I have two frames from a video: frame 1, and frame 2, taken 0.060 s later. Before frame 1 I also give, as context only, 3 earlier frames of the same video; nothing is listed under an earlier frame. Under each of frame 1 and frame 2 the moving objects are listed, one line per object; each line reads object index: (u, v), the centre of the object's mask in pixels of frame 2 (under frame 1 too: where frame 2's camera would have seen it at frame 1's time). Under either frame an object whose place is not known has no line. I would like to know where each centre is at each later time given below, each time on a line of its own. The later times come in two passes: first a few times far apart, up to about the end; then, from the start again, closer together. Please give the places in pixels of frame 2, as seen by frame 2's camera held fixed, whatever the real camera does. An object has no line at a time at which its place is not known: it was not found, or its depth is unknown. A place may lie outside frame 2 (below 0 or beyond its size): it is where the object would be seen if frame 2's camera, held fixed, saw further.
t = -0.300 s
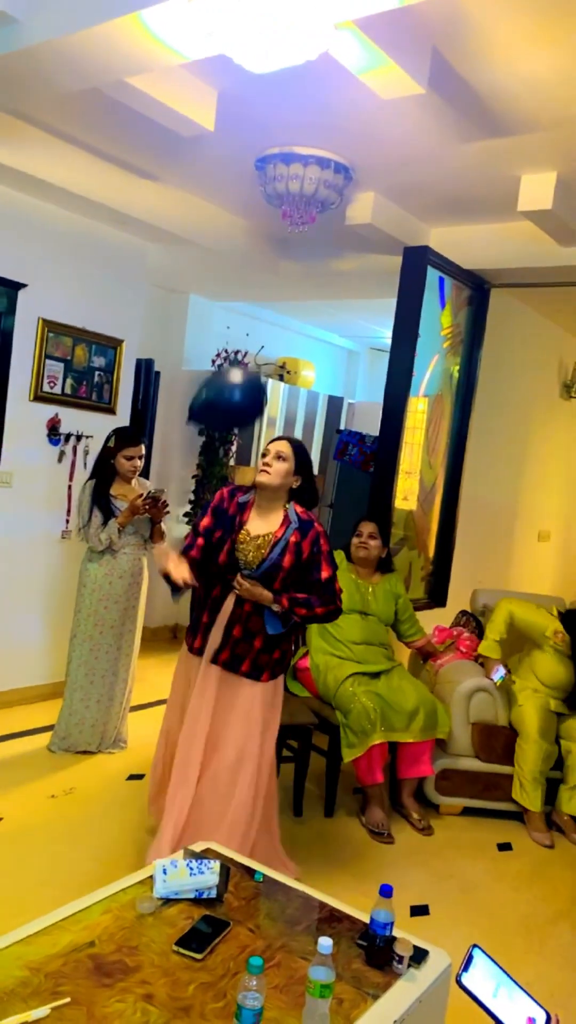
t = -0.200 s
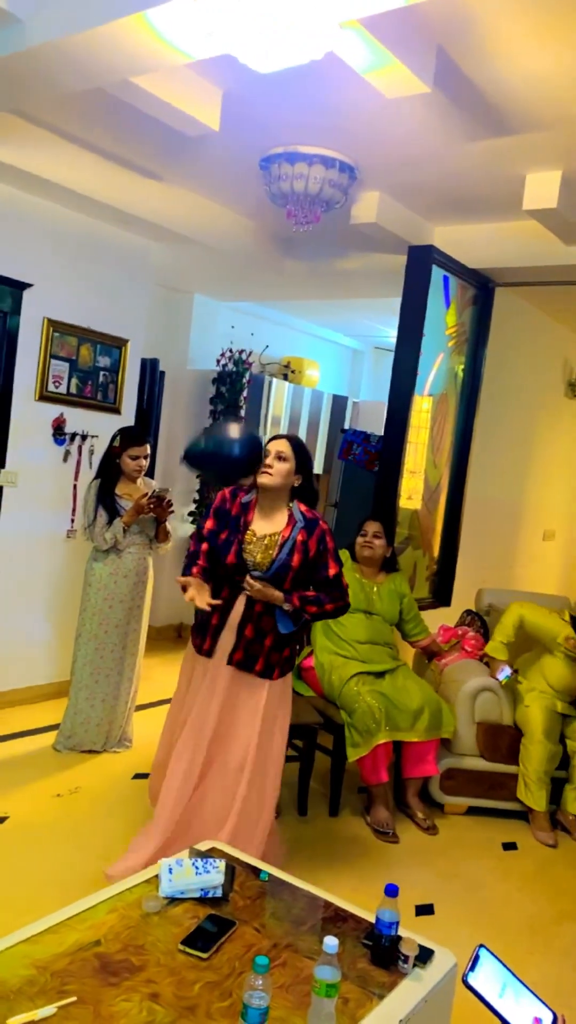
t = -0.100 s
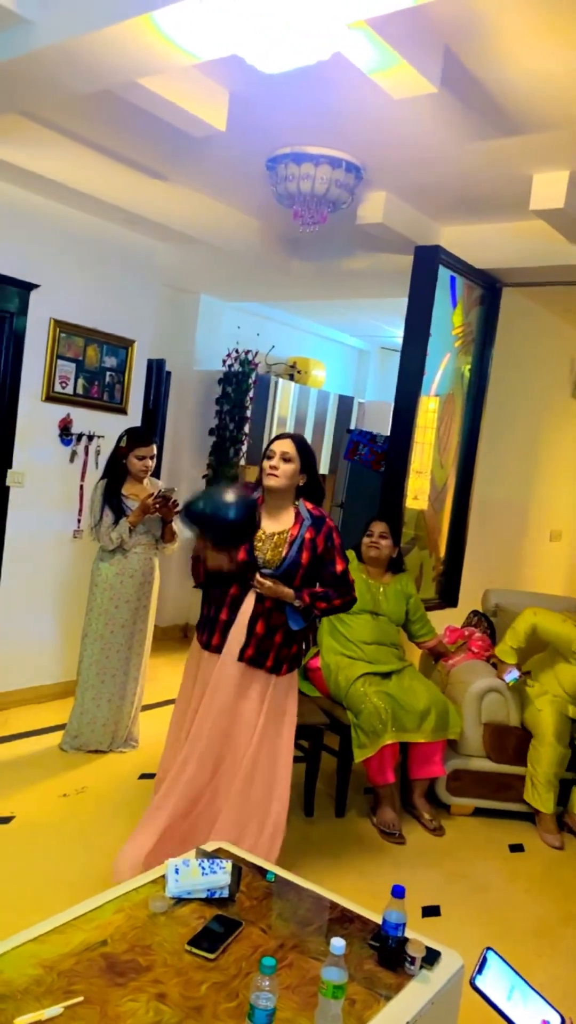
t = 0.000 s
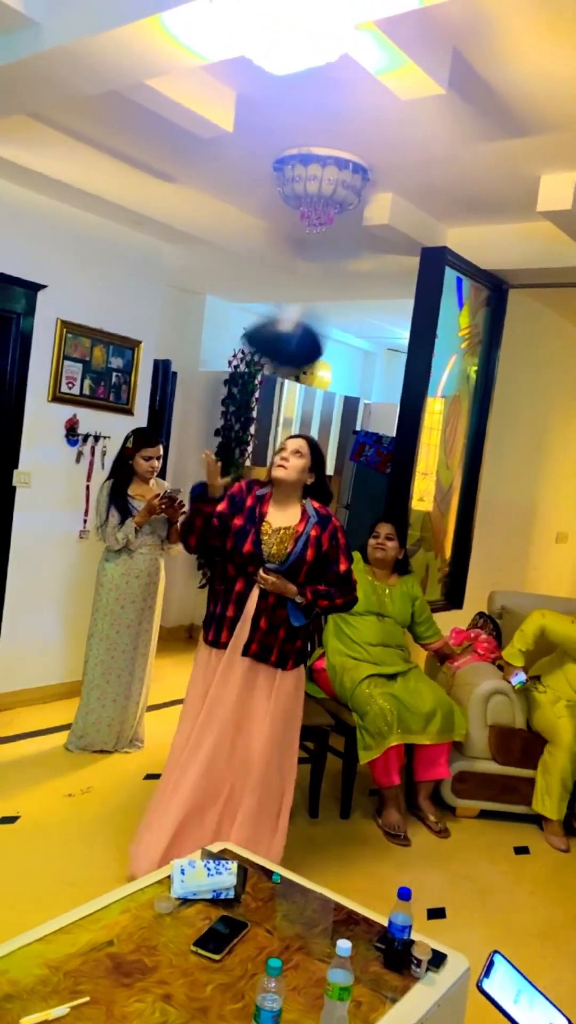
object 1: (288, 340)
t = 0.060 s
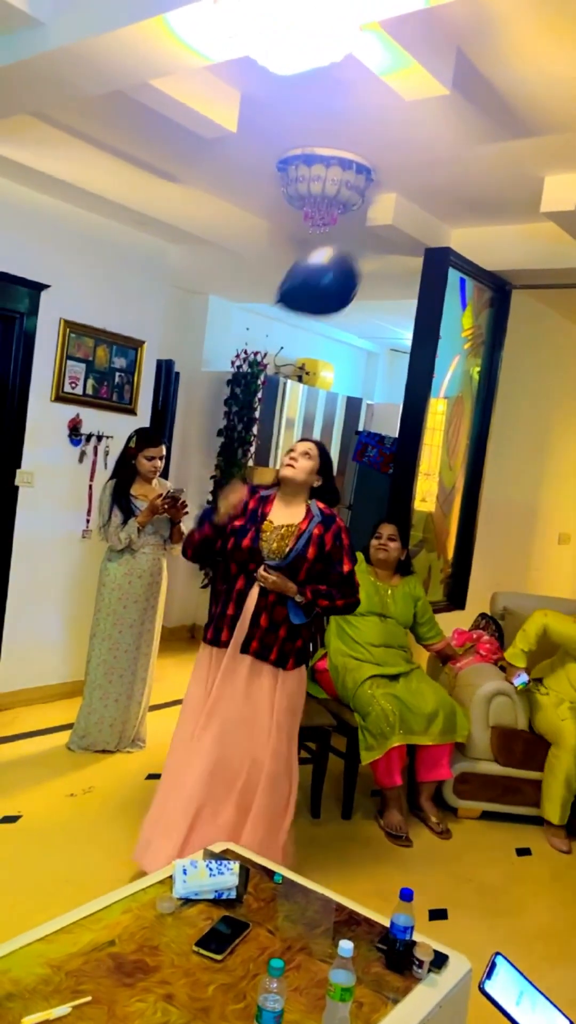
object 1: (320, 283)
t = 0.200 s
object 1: (361, 239)
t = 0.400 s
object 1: (389, 230)
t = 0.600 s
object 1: (403, 270)
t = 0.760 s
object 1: (411, 338)
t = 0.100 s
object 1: (335, 265)
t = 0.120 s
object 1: (341, 258)
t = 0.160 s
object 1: (351, 247)
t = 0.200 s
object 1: (361, 239)
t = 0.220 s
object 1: (365, 235)
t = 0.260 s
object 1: (373, 230)
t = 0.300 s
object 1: (377, 229)
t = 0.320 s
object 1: (383, 227)
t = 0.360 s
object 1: (387, 228)
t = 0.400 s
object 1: (389, 230)
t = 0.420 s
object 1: (392, 235)
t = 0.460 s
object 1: (394, 237)
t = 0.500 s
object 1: (396, 245)
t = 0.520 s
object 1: (398, 250)
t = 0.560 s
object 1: (401, 259)
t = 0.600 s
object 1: (403, 270)
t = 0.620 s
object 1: (405, 277)
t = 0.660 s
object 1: (407, 292)
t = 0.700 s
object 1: (408, 308)
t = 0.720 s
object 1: (409, 317)
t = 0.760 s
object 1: (411, 338)
